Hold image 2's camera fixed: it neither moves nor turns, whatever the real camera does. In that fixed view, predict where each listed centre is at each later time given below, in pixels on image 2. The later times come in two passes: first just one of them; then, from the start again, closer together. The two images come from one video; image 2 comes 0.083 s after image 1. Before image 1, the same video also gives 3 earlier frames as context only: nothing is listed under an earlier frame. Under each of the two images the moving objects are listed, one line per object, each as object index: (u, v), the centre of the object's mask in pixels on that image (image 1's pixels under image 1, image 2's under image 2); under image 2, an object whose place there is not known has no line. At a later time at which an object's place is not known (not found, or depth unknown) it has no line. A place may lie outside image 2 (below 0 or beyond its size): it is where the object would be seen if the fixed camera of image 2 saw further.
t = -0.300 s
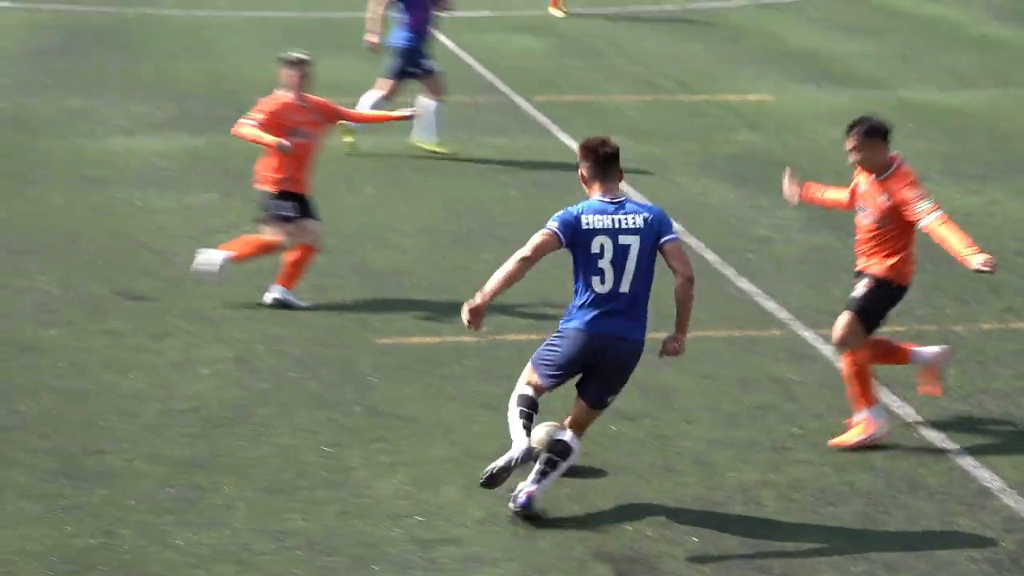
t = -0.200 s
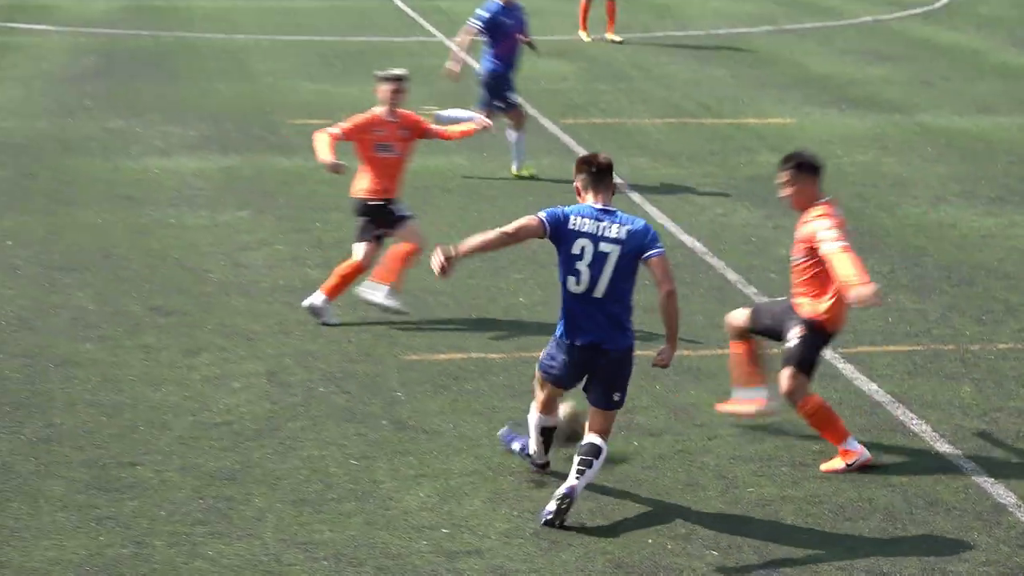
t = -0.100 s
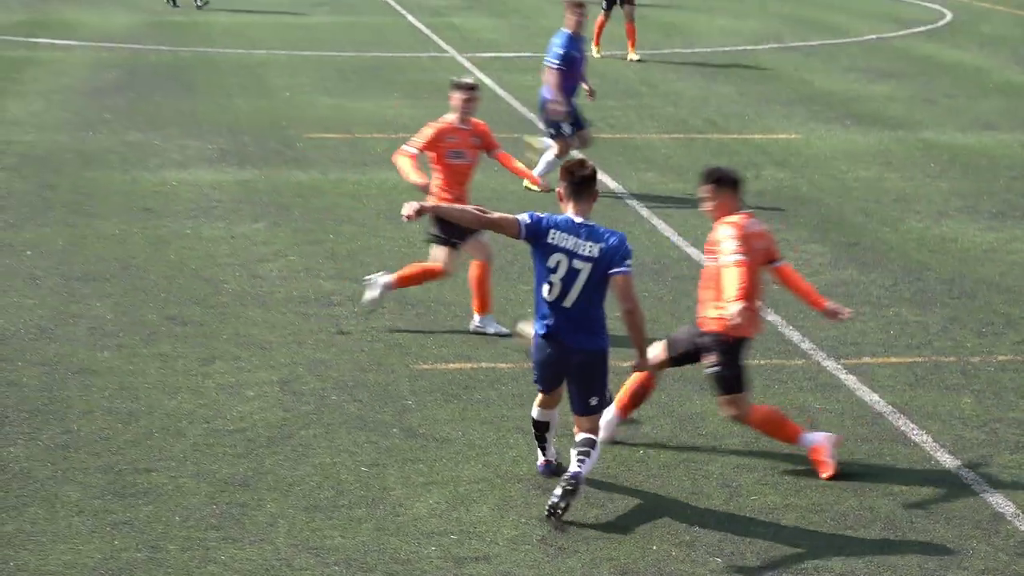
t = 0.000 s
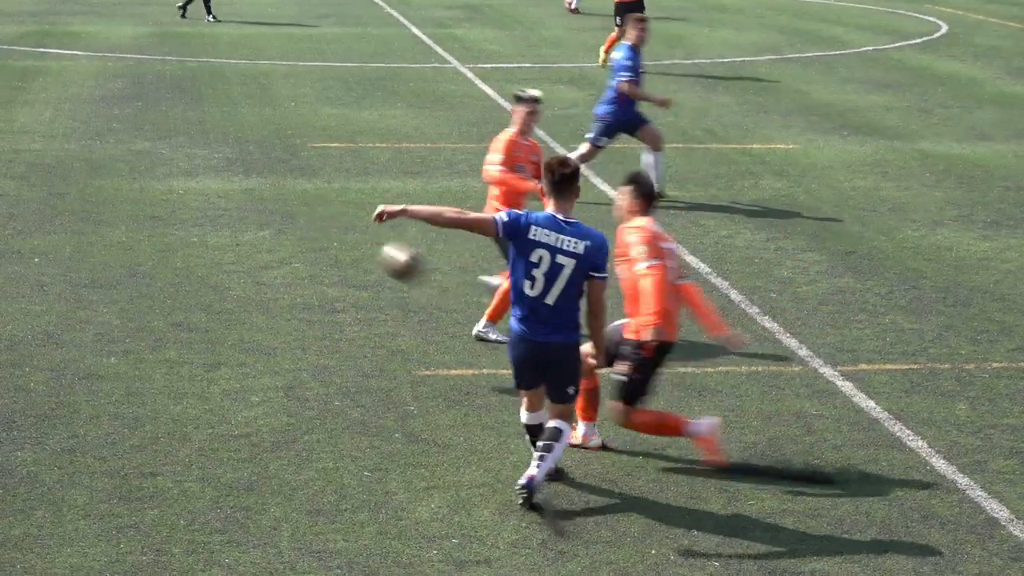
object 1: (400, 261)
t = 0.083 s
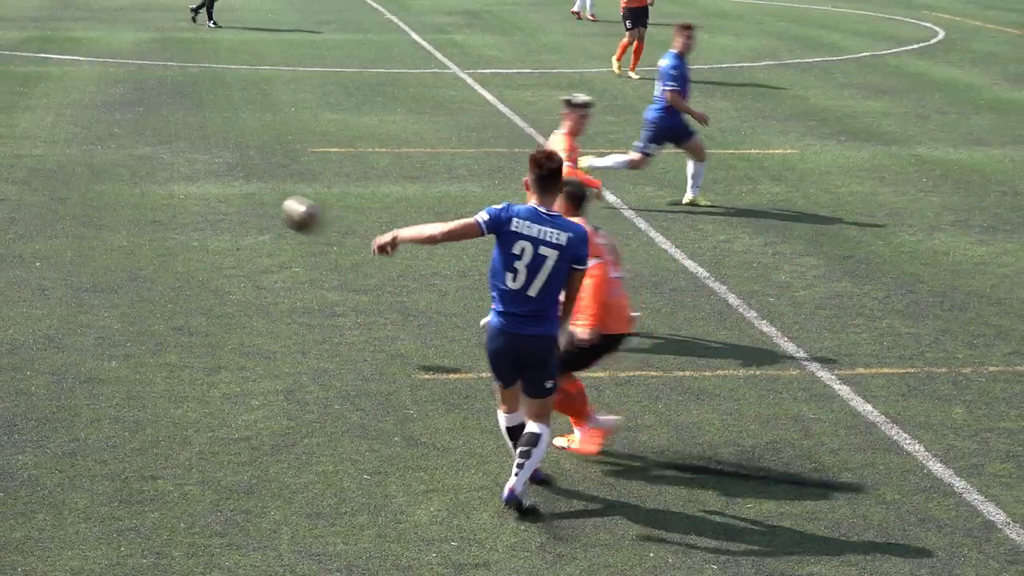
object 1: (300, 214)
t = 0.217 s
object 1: (168, 163)
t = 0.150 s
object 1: (230, 184)
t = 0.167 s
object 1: (214, 178)
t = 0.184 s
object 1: (198, 173)
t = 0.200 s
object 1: (183, 167)
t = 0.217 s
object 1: (168, 163)
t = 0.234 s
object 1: (154, 159)
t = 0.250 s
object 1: (139, 155)
